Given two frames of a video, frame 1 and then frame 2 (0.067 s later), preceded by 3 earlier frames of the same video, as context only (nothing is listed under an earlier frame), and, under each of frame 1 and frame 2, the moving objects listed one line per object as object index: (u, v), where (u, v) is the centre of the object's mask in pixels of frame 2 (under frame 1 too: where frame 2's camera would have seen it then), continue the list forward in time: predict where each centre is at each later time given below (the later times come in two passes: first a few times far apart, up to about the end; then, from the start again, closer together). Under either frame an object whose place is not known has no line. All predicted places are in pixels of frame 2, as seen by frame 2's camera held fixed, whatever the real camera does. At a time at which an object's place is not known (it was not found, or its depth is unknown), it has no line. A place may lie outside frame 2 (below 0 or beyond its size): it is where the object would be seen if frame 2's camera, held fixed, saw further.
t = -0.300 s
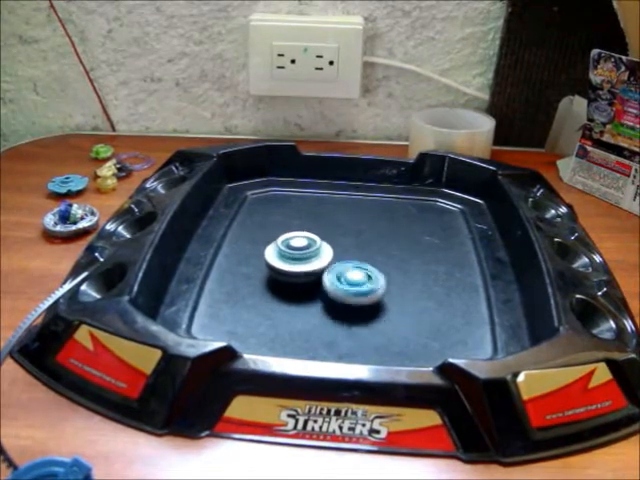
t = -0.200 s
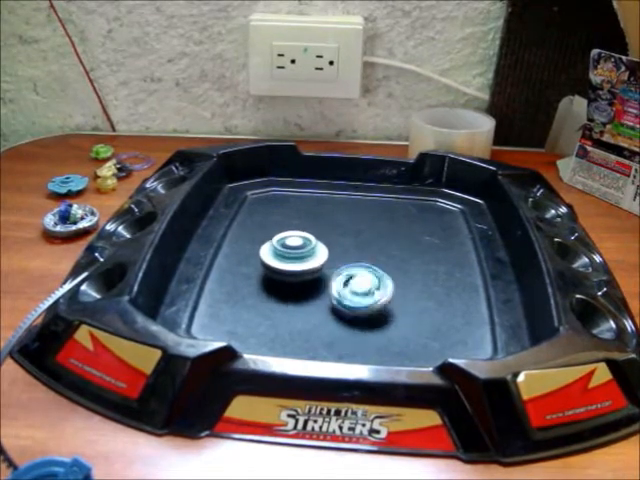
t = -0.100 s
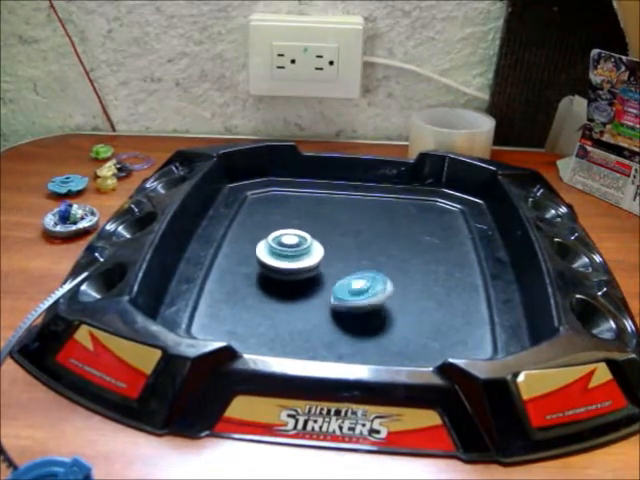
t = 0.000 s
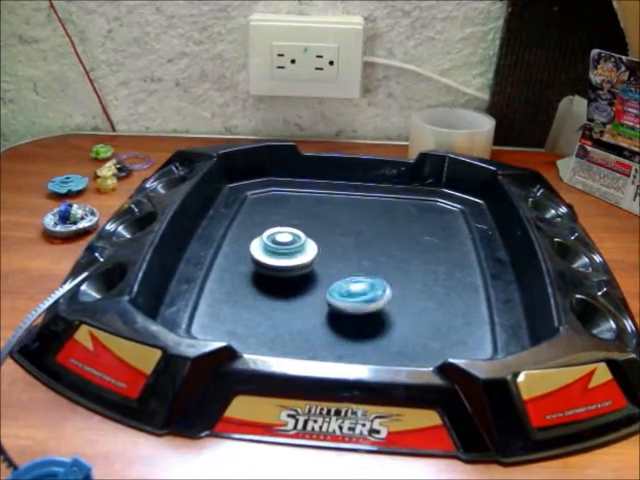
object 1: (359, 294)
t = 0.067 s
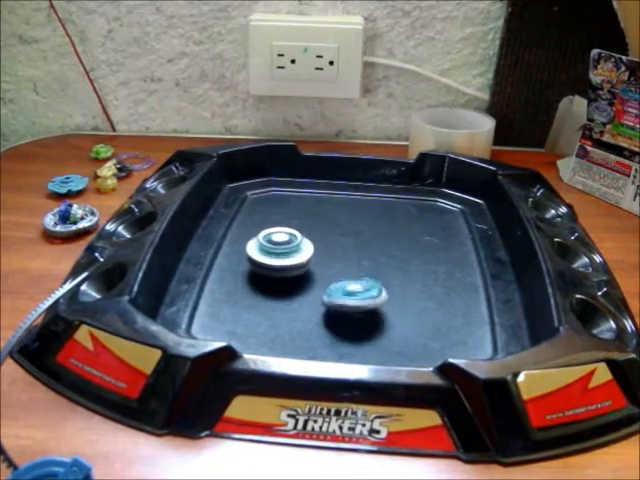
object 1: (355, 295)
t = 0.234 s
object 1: (351, 294)
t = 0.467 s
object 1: (352, 288)
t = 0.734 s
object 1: (362, 291)
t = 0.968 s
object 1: (357, 297)
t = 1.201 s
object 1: (346, 295)
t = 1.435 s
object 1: (347, 288)
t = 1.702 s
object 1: (361, 289)
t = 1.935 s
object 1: (362, 296)
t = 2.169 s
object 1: (350, 299)
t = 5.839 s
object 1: (377, 284)
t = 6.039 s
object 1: (359, 281)
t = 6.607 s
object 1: (376, 284)
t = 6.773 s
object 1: (370, 279)
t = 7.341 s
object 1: (363, 292)
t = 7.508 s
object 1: (370, 292)
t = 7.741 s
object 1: (376, 290)
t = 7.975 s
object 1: (377, 289)
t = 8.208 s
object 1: (373, 292)
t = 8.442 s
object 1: (365, 292)
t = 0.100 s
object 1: (353, 294)
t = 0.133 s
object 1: (352, 294)
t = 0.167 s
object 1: (352, 295)
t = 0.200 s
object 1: (351, 294)
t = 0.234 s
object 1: (351, 294)
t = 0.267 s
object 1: (348, 293)
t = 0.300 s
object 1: (348, 292)
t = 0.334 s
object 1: (348, 291)
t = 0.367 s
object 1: (348, 289)
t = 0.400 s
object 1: (351, 289)
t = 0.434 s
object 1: (350, 288)
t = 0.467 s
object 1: (352, 288)
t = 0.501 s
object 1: (352, 289)
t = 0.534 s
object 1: (353, 287)
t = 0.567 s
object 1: (355, 288)
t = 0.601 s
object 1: (356, 288)
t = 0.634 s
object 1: (359, 288)
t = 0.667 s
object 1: (359, 290)
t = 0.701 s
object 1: (361, 290)
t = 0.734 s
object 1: (362, 291)
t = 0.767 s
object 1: (361, 292)
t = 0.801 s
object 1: (363, 293)
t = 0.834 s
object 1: (360, 294)
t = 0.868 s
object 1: (362, 294)
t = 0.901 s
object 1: (360, 295)
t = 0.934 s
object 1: (358, 296)
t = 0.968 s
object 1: (357, 297)
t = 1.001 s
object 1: (353, 297)
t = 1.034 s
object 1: (351, 297)
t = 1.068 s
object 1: (350, 296)
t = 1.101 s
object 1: (349, 296)
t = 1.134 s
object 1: (349, 297)
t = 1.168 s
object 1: (346, 296)
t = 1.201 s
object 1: (346, 295)
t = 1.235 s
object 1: (345, 294)
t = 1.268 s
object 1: (344, 292)
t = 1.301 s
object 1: (345, 292)
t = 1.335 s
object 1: (344, 290)
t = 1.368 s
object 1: (346, 289)
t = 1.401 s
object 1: (347, 289)
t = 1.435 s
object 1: (347, 288)
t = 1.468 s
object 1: (349, 289)
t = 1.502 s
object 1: (349, 288)
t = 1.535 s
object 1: (352, 287)
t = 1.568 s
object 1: (355, 287)
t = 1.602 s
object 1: (356, 287)
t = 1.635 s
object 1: (360, 288)
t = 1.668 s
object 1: (360, 289)
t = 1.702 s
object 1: (361, 289)
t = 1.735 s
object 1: (362, 289)
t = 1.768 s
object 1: (362, 290)
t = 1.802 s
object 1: (365, 292)
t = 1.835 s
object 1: (364, 293)
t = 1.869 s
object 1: (364, 293)
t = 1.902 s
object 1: (364, 295)
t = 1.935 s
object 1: (362, 296)
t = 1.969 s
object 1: (363, 296)
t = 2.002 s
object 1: (360, 297)
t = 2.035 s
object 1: (358, 298)
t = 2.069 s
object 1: (357, 298)
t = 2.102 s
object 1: (354, 298)
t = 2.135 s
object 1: (353, 298)
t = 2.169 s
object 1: (350, 299)
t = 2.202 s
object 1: (348, 298)
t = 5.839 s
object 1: (377, 284)
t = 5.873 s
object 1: (375, 282)
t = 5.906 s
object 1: (373, 280)
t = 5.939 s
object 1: (370, 279)
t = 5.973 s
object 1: (367, 279)
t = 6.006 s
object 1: (363, 280)
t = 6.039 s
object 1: (359, 281)
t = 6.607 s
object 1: (376, 284)
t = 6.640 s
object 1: (376, 283)
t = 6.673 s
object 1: (374, 282)
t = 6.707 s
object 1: (373, 282)
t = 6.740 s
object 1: (372, 280)
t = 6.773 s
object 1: (370, 279)
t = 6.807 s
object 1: (369, 279)
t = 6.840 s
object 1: (366, 279)
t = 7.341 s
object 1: (363, 292)
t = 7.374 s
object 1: (364, 292)
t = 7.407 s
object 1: (366, 292)
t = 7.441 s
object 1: (367, 293)
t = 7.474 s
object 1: (369, 293)
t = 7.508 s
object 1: (370, 292)
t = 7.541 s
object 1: (371, 292)
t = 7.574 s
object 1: (372, 292)
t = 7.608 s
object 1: (374, 291)
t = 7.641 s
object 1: (374, 291)
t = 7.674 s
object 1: (375, 290)
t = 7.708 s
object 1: (375, 290)
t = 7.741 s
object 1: (376, 290)
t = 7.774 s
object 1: (377, 289)
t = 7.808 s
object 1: (377, 289)
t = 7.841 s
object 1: (377, 289)
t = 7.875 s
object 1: (377, 288)
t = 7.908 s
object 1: (377, 289)
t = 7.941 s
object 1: (377, 289)
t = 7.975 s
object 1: (377, 289)
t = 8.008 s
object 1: (377, 290)
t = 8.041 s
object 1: (376, 290)
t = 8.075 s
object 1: (375, 290)
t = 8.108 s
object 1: (375, 291)
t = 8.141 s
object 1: (374, 291)
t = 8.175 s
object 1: (373, 291)
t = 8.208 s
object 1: (373, 292)
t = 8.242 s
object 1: (372, 292)
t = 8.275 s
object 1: (371, 292)
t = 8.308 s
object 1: (370, 293)
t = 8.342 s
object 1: (368, 293)
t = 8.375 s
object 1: (367, 293)
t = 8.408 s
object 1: (366, 292)
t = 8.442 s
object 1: (365, 292)
